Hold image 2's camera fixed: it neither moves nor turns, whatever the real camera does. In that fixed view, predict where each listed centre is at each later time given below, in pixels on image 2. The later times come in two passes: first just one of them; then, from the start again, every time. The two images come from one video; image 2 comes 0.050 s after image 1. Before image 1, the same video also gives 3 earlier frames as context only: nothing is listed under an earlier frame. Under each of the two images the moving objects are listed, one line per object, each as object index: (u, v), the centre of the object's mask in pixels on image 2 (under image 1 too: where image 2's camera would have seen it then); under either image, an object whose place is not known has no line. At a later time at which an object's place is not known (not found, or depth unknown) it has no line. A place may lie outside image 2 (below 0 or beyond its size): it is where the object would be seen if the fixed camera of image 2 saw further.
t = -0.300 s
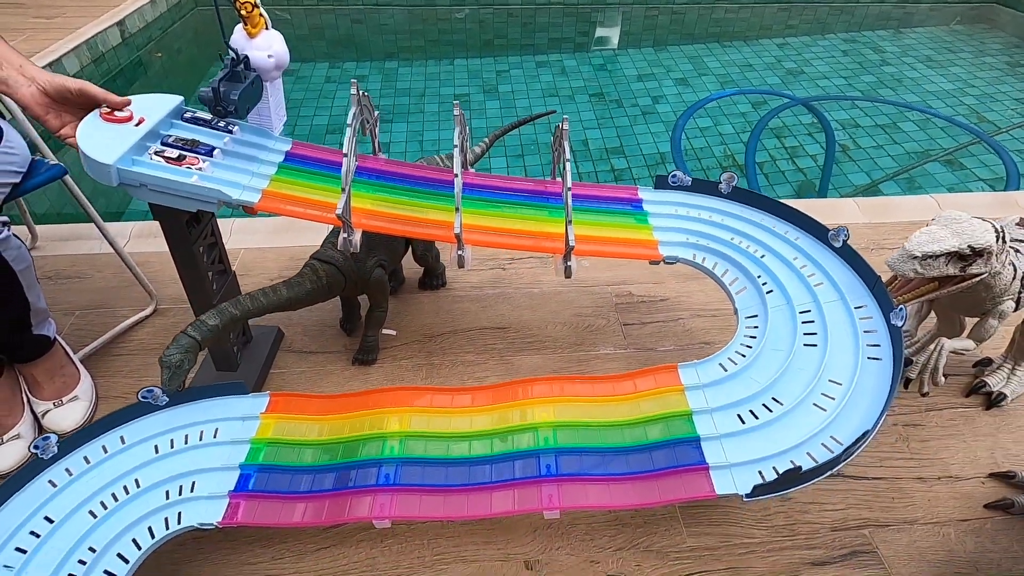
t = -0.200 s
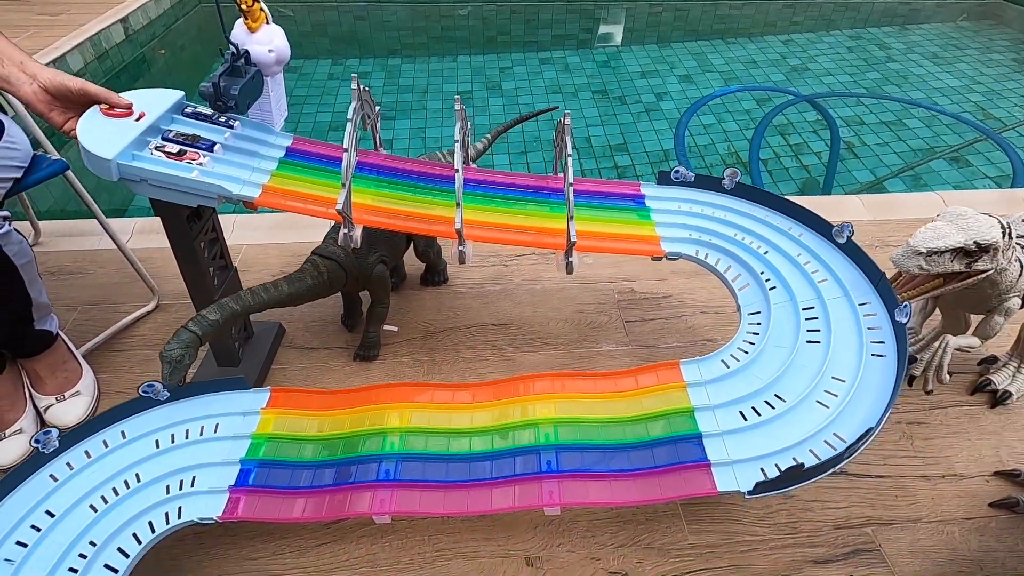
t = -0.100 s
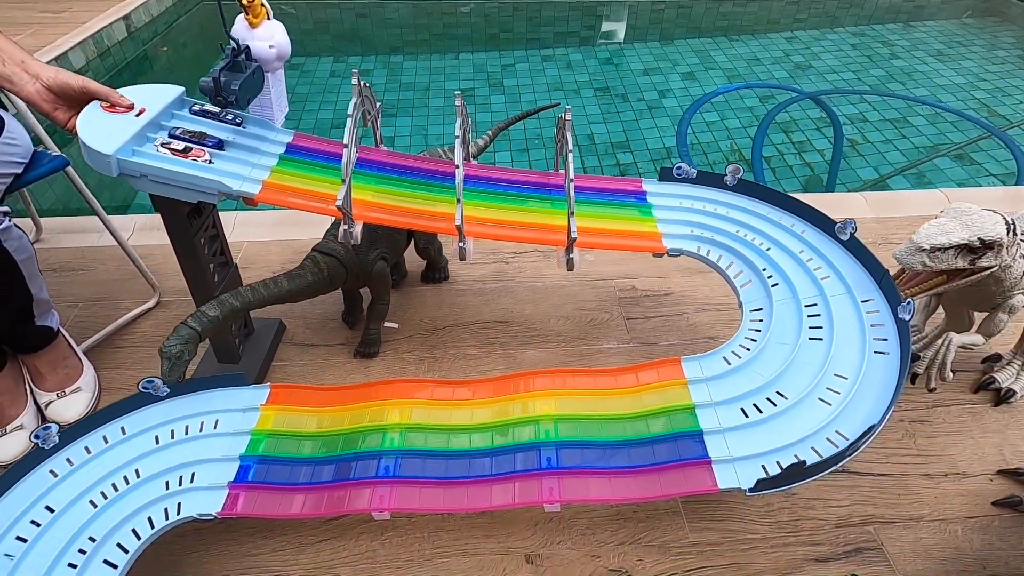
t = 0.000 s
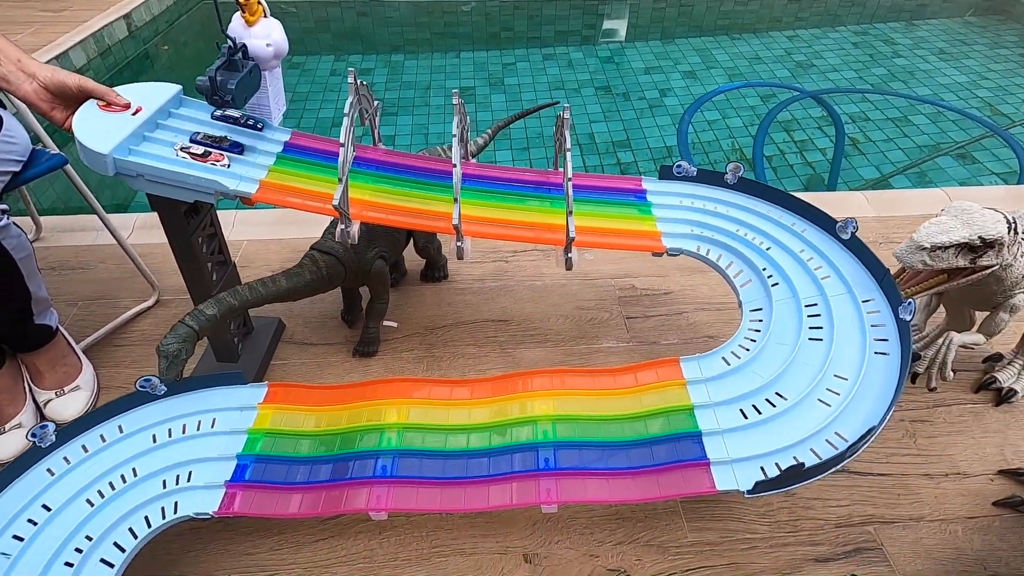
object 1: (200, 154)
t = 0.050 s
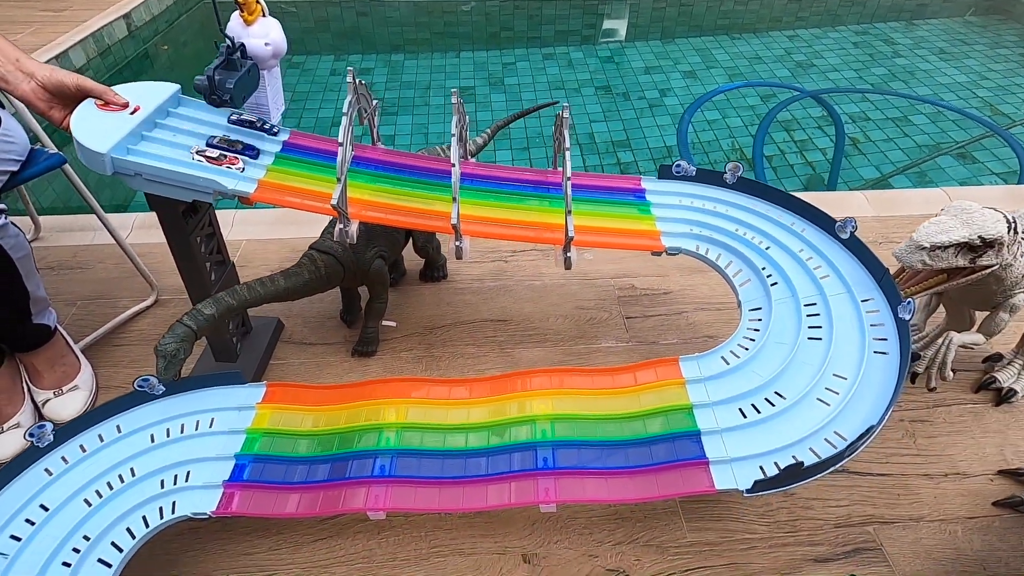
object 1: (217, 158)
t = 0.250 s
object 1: (314, 180)
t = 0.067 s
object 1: (224, 160)
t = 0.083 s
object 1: (230, 162)
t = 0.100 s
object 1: (238, 163)
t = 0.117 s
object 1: (246, 165)
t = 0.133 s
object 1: (254, 167)
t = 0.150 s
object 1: (262, 169)
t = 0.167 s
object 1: (270, 171)
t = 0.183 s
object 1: (279, 174)
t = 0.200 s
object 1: (289, 176)
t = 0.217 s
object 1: (298, 177)
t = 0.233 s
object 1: (308, 179)
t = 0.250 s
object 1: (314, 180)
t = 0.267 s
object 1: (320, 181)
